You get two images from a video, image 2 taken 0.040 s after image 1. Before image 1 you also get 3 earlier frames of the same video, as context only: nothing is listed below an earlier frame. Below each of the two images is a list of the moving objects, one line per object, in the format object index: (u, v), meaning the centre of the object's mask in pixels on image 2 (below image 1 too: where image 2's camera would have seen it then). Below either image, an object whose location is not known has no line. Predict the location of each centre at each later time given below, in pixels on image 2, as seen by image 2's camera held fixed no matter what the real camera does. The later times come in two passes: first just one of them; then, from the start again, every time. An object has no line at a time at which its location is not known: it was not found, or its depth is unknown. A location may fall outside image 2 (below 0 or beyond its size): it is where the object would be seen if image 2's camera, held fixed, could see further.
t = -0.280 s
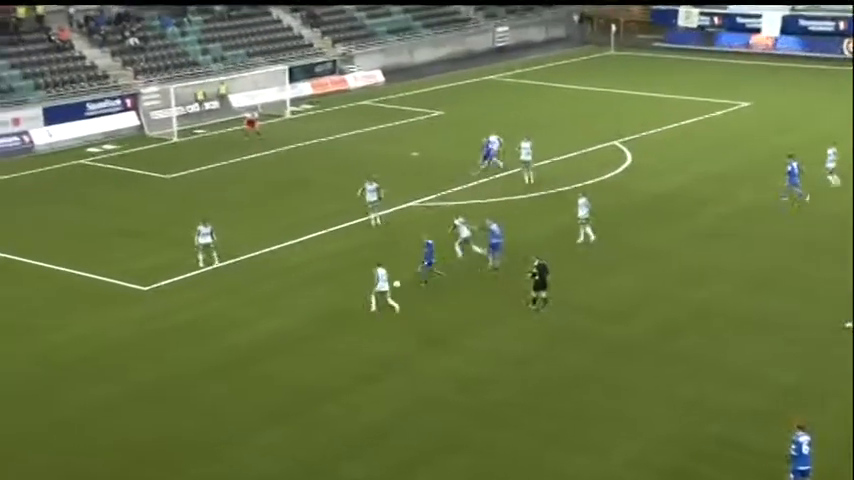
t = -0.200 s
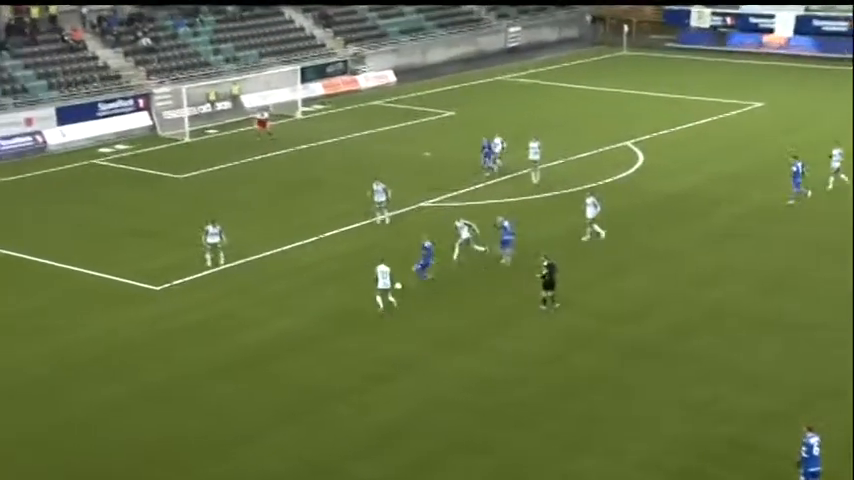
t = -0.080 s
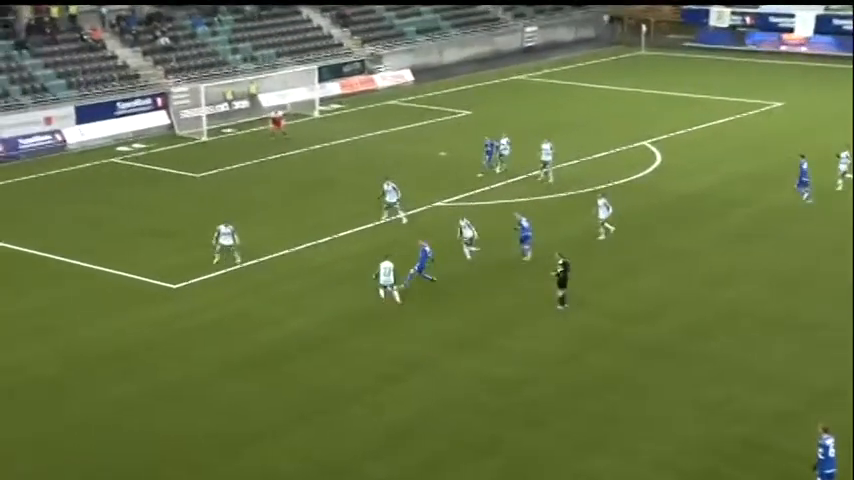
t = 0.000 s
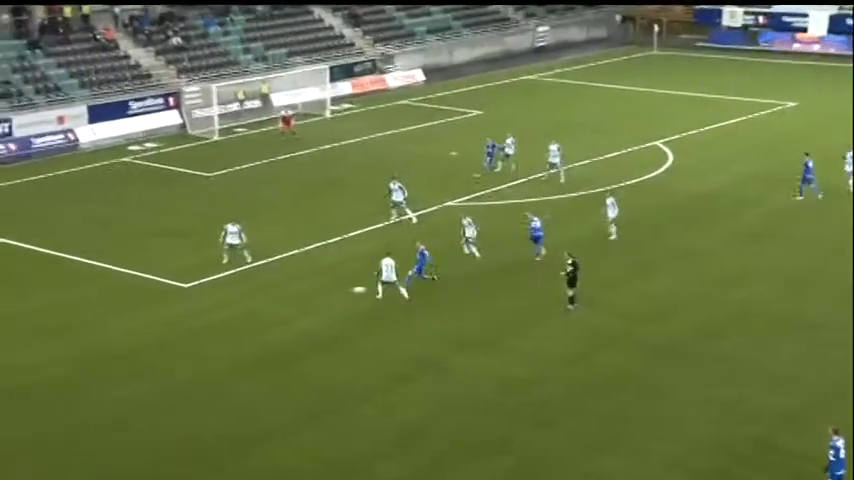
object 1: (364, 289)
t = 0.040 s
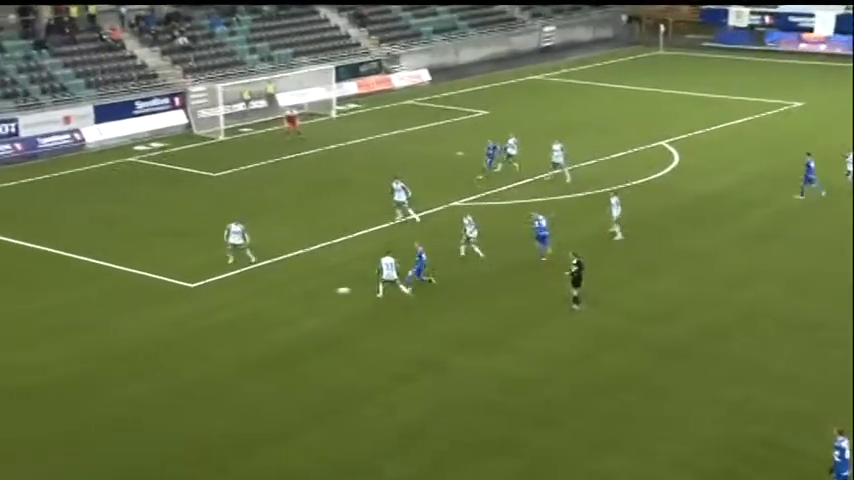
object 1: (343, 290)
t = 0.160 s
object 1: (283, 292)
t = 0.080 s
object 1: (322, 292)
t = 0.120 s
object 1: (302, 292)
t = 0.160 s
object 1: (283, 292)
